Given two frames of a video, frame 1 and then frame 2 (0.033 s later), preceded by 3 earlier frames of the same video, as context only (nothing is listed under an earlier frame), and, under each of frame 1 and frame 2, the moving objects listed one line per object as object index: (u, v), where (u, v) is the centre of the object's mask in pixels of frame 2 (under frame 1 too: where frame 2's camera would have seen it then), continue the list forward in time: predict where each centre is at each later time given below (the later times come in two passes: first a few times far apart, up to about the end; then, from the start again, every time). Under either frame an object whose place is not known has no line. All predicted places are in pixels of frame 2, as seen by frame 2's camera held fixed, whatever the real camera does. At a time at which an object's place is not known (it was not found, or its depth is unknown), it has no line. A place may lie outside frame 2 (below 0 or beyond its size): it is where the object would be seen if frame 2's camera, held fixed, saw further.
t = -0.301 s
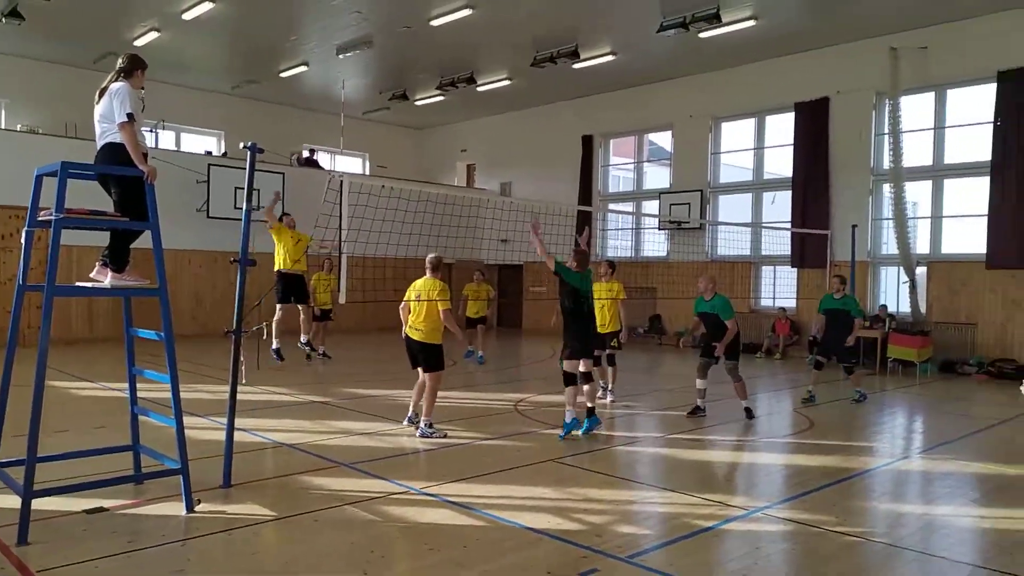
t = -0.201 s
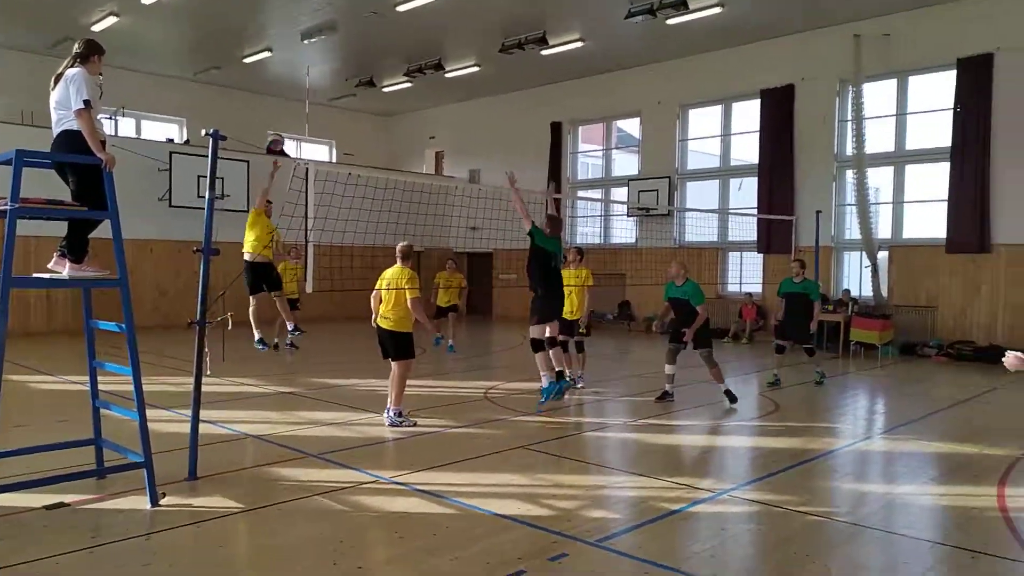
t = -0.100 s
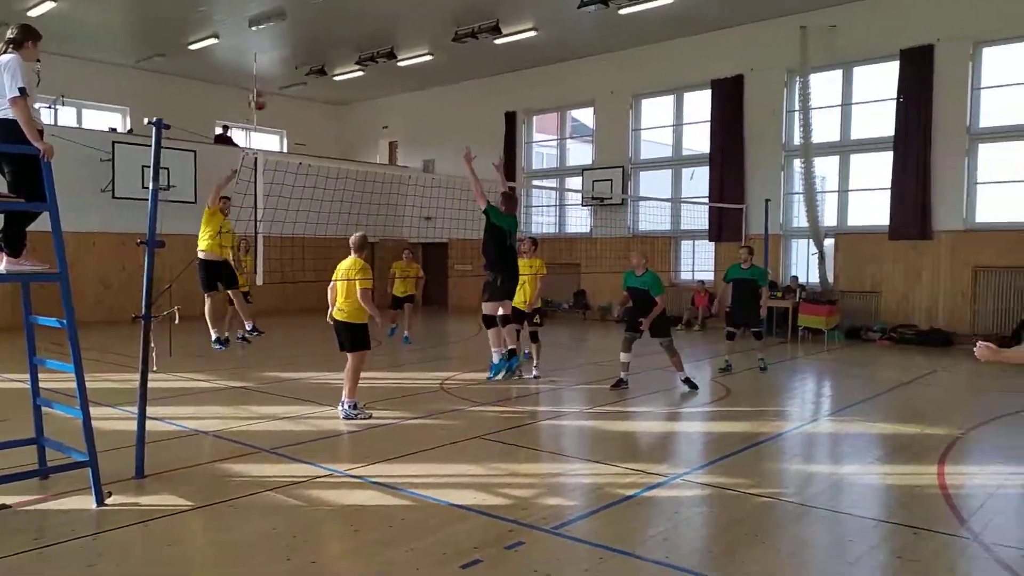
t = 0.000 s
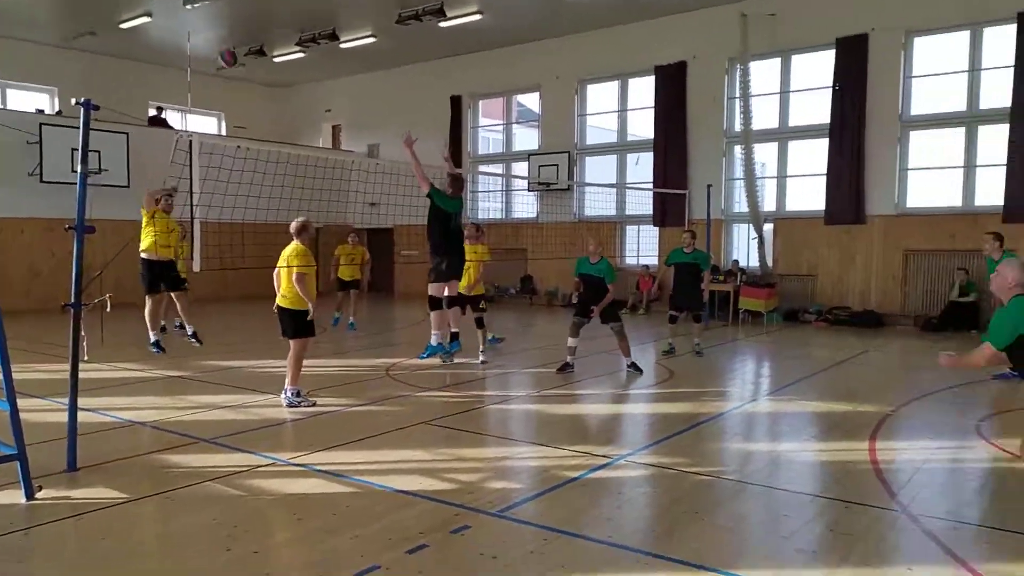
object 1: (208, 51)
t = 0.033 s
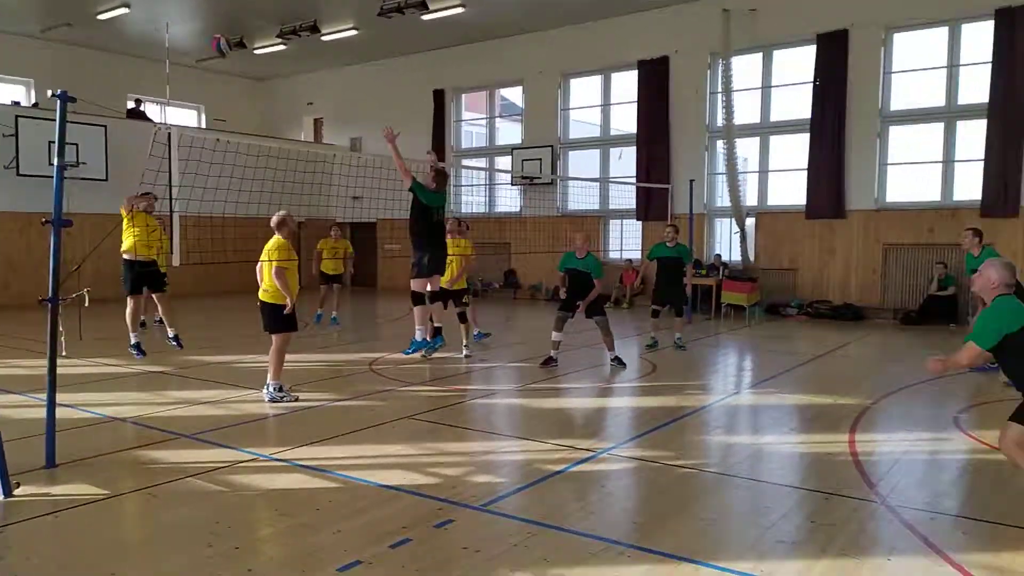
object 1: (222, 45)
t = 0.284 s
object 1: (330, 37)
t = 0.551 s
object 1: (479, 105)
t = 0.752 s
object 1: (620, 248)
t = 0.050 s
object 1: (230, 43)
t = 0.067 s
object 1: (234, 41)
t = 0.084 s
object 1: (240, 38)
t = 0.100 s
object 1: (248, 35)
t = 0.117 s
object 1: (253, 35)
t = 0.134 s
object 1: (261, 31)
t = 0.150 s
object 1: (270, 31)
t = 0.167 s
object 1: (275, 32)
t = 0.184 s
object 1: (284, 33)
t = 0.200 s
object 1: (290, 33)
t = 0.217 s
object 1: (300, 32)
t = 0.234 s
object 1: (309, 34)
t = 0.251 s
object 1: (315, 34)
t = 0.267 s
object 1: (323, 36)
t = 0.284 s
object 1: (330, 37)
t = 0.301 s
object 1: (339, 39)
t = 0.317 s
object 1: (347, 40)
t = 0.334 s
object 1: (355, 43)
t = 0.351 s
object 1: (363, 44)
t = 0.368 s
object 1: (372, 44)
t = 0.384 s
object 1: (381, 46)
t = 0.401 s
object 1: (390, 50)
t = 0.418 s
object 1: (400, 55)
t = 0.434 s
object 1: (409, 60)
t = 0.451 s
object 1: (418, 65)
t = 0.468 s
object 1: (429, 70)
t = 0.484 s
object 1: (438, 76)
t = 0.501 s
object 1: (449, 83)
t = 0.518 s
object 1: (460, 90)
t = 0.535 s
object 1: (468, 97)
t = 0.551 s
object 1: (479, 105)
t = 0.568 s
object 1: (490, 114)
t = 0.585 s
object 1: (501, 124)
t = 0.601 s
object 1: (511, 132)
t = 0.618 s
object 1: (524, 143)
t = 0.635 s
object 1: (534, 154)
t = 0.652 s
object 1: (545, 166)
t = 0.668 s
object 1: (559, 178)
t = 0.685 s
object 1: (570, 190)
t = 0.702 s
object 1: (581, 202)
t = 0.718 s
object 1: (596, 217)
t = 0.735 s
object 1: (609, 232)
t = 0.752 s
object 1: (620, 248)
